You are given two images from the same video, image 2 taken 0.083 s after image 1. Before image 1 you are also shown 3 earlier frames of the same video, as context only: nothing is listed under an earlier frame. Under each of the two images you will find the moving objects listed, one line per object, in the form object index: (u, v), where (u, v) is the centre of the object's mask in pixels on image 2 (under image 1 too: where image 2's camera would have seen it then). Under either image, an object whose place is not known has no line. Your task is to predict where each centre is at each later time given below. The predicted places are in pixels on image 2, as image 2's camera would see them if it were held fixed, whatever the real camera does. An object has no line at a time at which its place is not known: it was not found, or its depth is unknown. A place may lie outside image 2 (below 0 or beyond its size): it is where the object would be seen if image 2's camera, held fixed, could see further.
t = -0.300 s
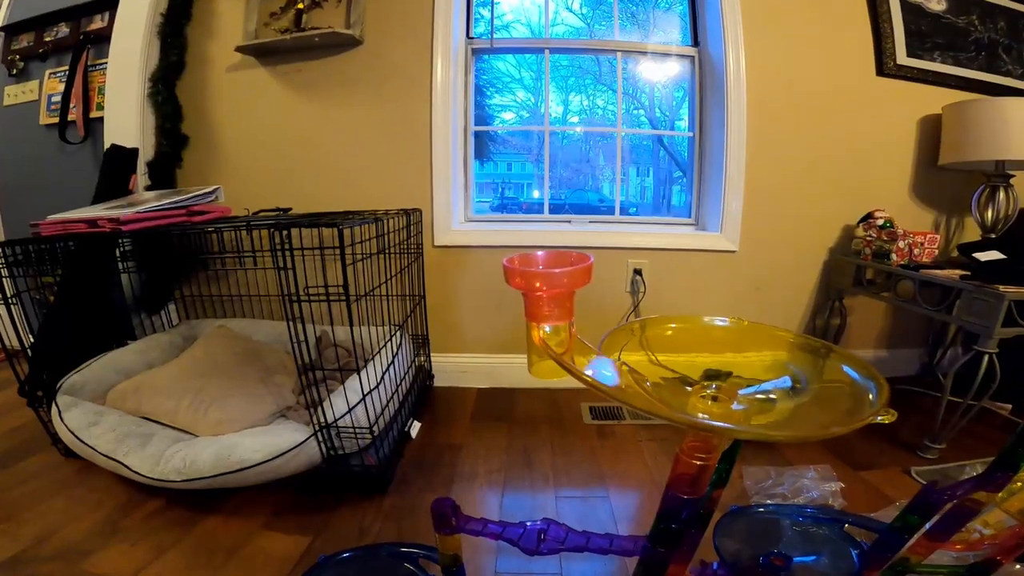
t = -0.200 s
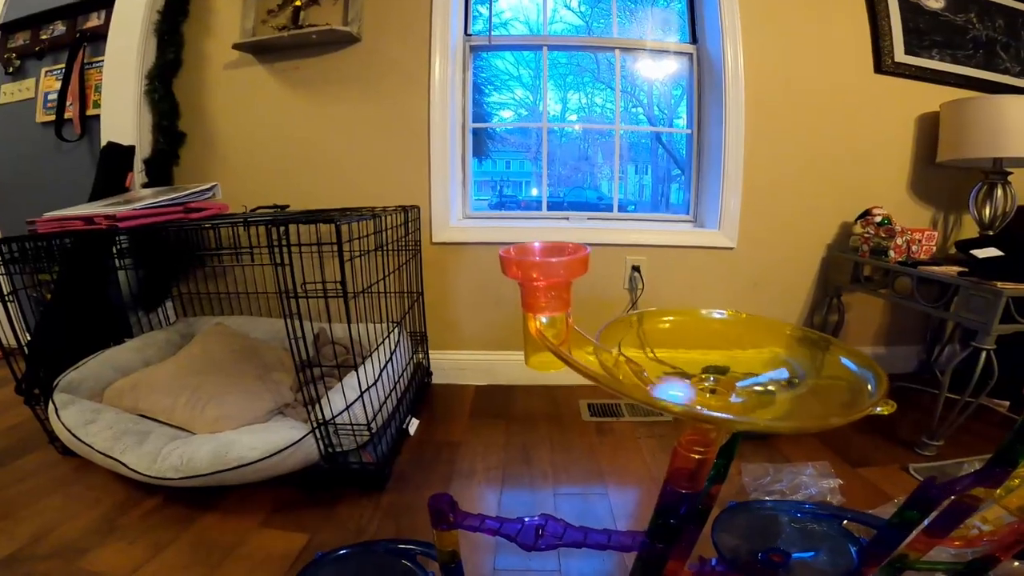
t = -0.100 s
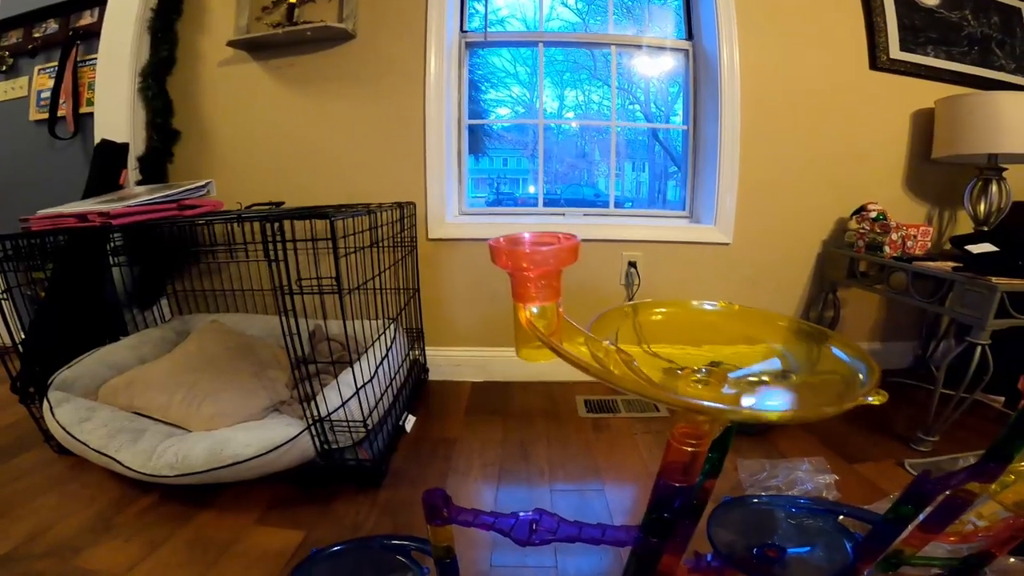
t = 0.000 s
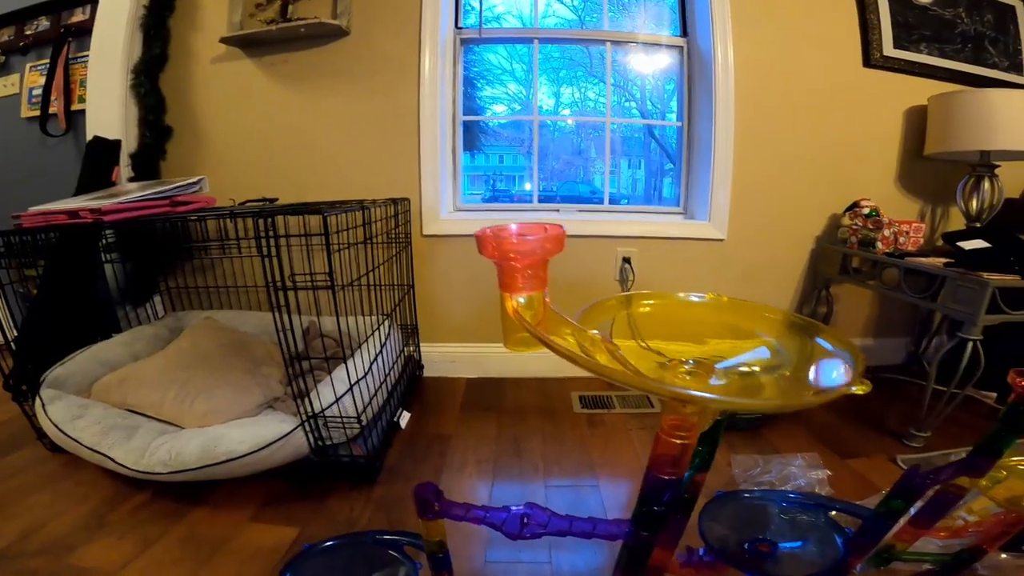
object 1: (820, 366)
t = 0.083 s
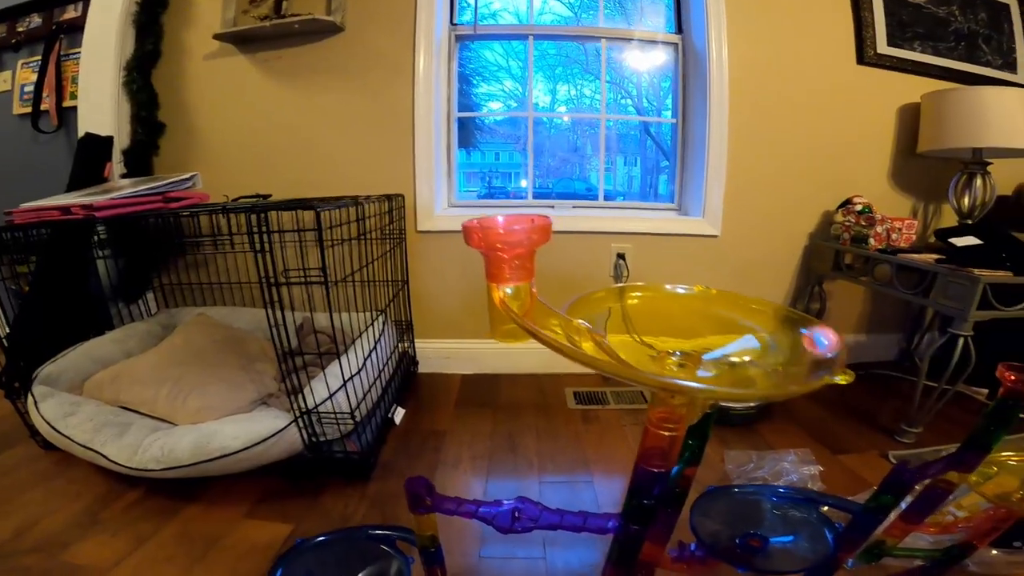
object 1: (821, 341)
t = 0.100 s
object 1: (817, 336)
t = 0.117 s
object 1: (811, 331)
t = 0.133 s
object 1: (805, 326)
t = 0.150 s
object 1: (799, 322)
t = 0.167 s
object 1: (792, 318)
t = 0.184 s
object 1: (786, 313)
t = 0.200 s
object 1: (776, 309)
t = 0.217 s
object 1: (769, 307)
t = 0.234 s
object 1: (761, 302)
